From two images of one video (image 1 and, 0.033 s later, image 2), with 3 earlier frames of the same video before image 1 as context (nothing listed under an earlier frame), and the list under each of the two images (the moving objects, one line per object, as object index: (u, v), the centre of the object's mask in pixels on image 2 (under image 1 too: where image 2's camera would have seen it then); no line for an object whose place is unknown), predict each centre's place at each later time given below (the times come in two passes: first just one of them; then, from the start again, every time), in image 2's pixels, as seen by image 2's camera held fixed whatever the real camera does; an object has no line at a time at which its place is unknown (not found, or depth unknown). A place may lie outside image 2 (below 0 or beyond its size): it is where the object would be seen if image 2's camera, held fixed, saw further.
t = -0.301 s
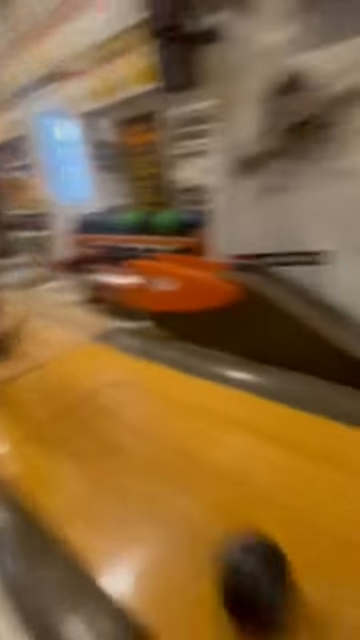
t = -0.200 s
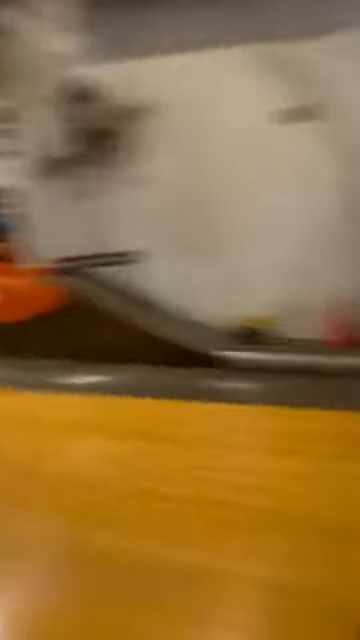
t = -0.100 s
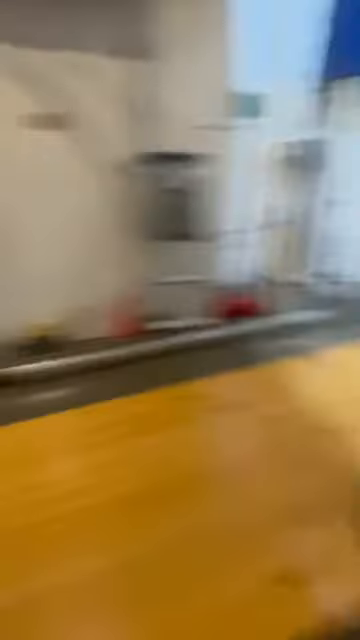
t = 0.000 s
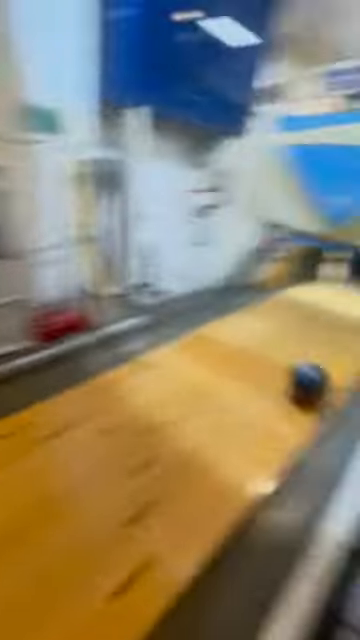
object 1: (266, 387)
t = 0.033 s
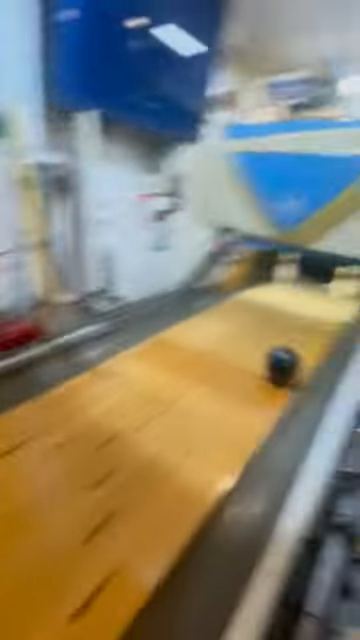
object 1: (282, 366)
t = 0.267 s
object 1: (344, 305)
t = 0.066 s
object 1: (296, 351)
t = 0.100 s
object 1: (307, 339)
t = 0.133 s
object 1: (318, 330)
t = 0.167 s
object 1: (326, 323)
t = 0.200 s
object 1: (333, 314)
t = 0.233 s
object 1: (340, 308)
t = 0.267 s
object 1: (344, 305)
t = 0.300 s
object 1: (347, 301)
